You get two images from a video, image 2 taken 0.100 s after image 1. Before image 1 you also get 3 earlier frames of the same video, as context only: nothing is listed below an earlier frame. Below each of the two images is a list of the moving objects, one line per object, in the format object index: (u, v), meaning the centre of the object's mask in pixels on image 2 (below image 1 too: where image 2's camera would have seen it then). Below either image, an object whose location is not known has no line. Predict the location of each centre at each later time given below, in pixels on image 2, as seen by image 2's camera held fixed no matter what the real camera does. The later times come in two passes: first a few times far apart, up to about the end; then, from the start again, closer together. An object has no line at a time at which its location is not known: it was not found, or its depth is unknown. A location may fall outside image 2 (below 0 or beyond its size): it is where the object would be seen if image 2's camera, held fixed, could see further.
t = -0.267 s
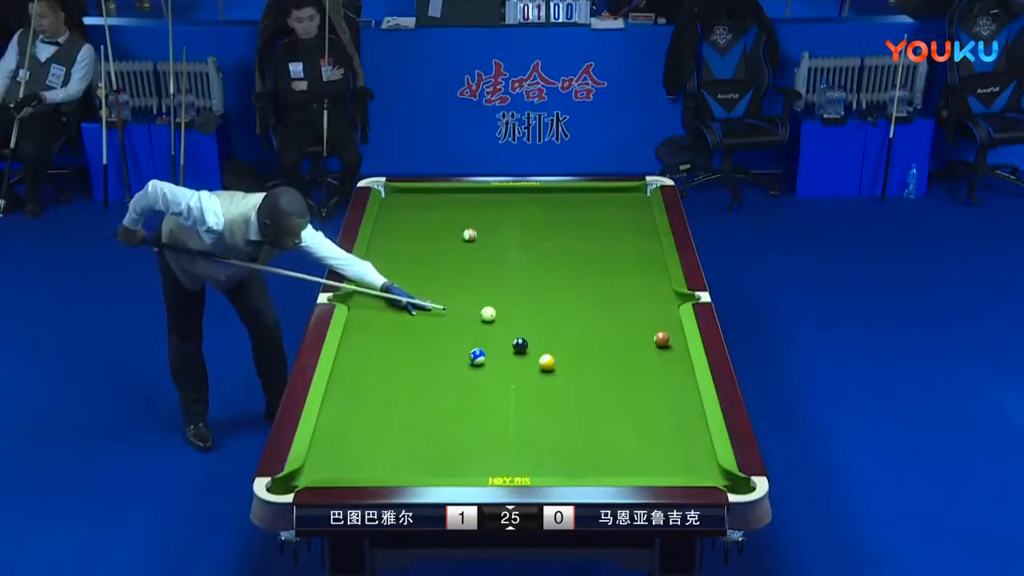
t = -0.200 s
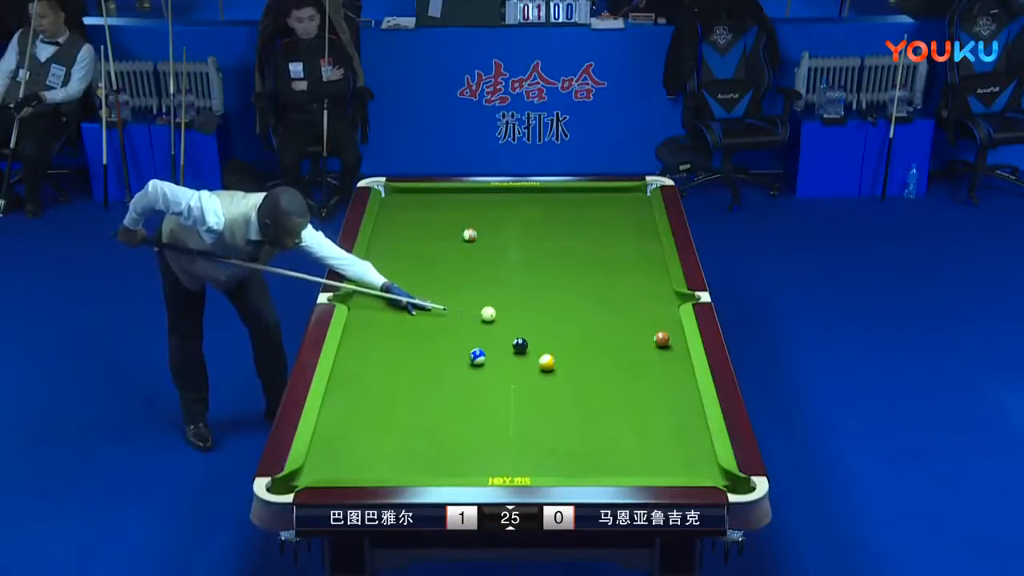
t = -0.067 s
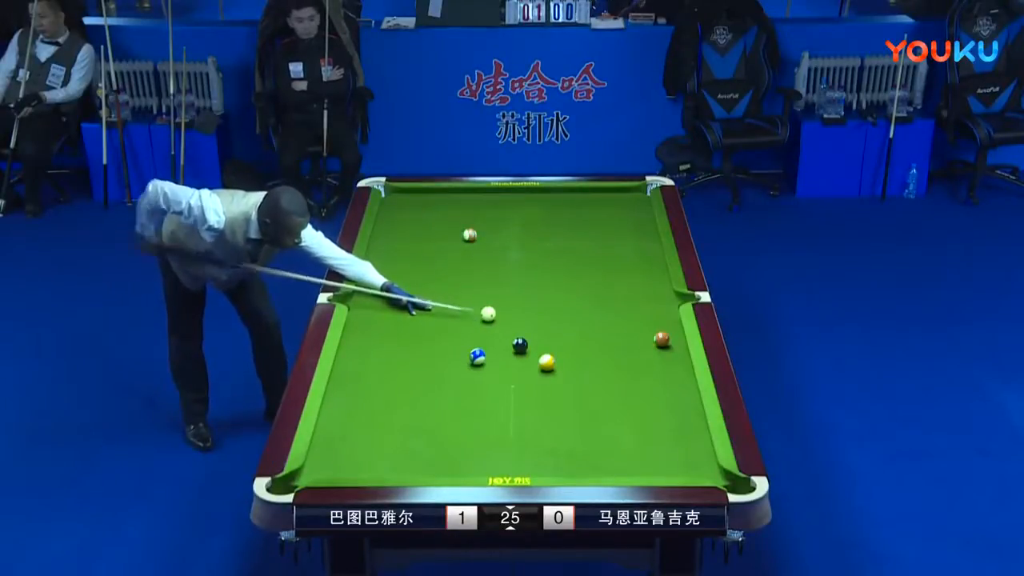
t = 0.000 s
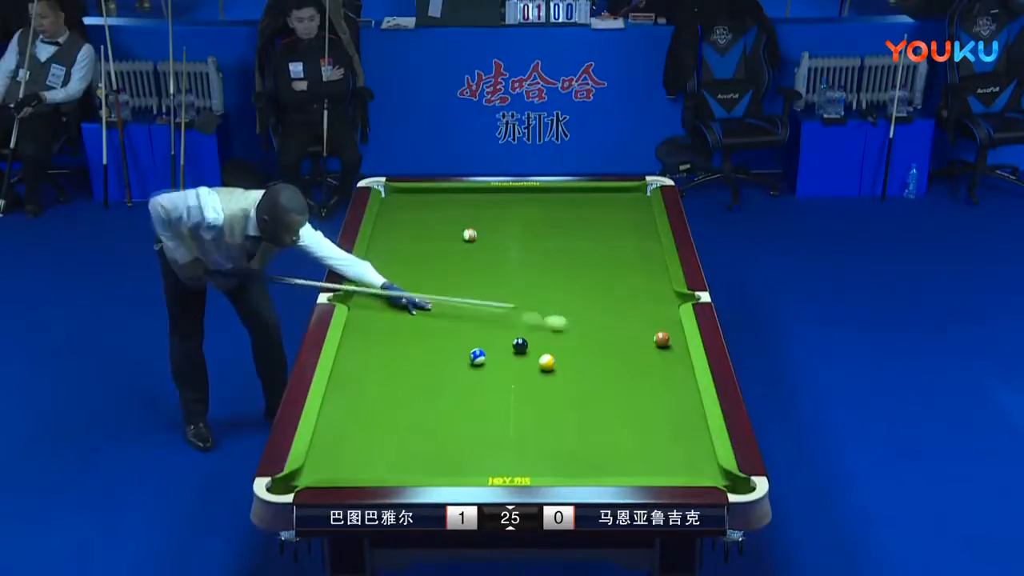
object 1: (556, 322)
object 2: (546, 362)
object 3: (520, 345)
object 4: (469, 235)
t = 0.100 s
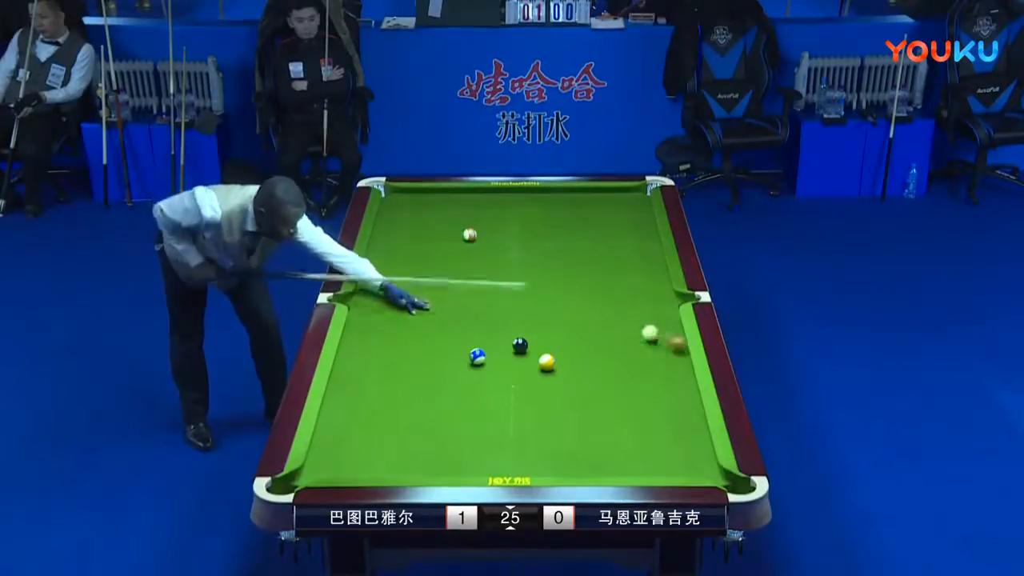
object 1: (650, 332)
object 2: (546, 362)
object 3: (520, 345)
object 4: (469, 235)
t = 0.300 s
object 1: (672, 322)
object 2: (542, 358)
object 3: (520, 345)
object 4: (469, 235)
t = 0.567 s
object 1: (643, 310)
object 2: (518, 351)
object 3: (516, 339)
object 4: (469, 234)
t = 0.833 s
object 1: (617, 299)
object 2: (503, 351)
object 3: (509, 333)
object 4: (469, 235)
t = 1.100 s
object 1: (594, 289)
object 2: (490, 350)
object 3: (502, 325)
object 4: (469, 235)
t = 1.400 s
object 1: (570, 278)
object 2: (479, 346)
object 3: (496, 317)
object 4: (469, 235)
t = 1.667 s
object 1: (551, 270)
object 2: (471, 345)
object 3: (491, 311)
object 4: (469, 235)
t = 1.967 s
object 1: (531, 261)
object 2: (464, 345)
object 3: (486, 306)
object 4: (469, 235)
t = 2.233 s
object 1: (516, 254)
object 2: (460, 344)
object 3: (483, 302)
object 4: (469, 235)
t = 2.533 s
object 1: (500, 247)
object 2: (456, 344)
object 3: (480, 298)
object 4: (469, 235)
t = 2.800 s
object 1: (487, 241)
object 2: (455, 343)
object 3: (478, 295)
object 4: (469, 235)
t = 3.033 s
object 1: (480, 237)
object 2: (455, 343)
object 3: (476, 293)
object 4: (467, 234)
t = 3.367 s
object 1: (480, 235)
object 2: (455, 343)
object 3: (474, 291)
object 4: (459, 232)
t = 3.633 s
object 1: (480, 234)
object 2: (455, 343)
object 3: (472, 291)
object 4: (451, 230)
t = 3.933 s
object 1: (481, 234)
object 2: (455, 343)
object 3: (472, 290)
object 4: (446, 228)
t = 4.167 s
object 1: (481, 234)
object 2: (455, 343)
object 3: (472, 290)
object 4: (443, 226)
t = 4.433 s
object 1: (481, 234)
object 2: (455, 343)
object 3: (472, 290)
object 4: (440, 226)
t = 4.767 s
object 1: (481, 234)
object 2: (455, 343)
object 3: (472, 290)
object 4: (437, 225)
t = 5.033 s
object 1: (481, 234)
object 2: (455, 343)
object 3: (472, 290)
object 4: (437, 225)
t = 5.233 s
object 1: (481, 234)
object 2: (455, 343)
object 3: (472, 290)
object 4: (437, 225)
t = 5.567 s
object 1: (481, 234)
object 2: (455, 343)
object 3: (472, 290)
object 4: (437, 225)
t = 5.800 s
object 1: (480, 234)
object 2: (455, 343)
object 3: (472, 290)
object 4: (437, 225)
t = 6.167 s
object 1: (481, 234)
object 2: (455, 343)
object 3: (472, 290)
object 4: (437, 225)
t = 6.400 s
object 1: (481, 234)
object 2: (454, 343)
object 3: (472, 290)
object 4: (437, 225)
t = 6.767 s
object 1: (481, 234)
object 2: (454, 343)
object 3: (472, 290)
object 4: (437, 225)
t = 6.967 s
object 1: (481, 234)
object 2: (454, 343)
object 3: (472, 290)
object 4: (437, 225)
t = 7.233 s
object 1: (481, 234)
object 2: (454, 343)
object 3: (472, 290)
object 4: (437, 225)
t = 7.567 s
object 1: (481, 234)
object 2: (454, 343)
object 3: (472, 290)
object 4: (437, 225)
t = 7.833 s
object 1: (481, 234)
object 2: (454, 343)
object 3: (472, 290)
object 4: (437, 225)
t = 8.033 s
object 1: (480, 234)
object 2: (454, 343)
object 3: (472, 290)
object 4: (437, 225)
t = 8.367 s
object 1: (481, 234)
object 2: (454, 343)
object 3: (472, 290)
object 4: (437, 225)
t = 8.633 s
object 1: (481, 234)
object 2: (454, 343)
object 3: (472, 290)
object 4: (437, 225)
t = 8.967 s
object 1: (481, 234)
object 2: (454, 343)
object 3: (472, 290)
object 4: (437, 225)
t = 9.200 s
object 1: (481, 234)
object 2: (454, 343)
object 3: (472, 290)
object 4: (437, 225)
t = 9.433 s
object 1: (481, 234)
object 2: (454, 343)
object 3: (472, 290)
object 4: (437, 225)
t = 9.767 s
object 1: (480, 234)
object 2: (454, 343)
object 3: (472, 290)
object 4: (437, 225)
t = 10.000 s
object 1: (480, 234)
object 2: (454, 343)
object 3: (472, 290)
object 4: (437, 225)
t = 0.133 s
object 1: (653, 330)
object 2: (546, 362)
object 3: (520, 345)
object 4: (469, 235)
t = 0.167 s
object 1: (658, 329)
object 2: (546, 362)
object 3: (520, 345)
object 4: (469, 235)
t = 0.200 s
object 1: (663, 327)
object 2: (546, 362)
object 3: (520, 345)
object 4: (469, 235)
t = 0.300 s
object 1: (672, 322)
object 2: (542, 358)
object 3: (520, 345)
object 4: (469, 235)
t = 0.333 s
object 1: (668, 321)
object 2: (539, 358)
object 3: (520, 345)
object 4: (469, 235)
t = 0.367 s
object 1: (664, 319)
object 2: (535, 356)
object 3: (520, 345)
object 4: (469, 235)
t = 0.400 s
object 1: (660, 318)
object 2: (531, 355)
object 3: (519, 344)
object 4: (469, 235)
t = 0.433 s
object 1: (657, 316)
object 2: (528, 353)
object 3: (519, 343)
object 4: (469, 235)
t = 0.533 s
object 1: (647, 312)
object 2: (520, 352)
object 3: (517, 340)
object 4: (469, 233)
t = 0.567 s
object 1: (643, 310)
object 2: (518, 351)
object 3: (516, 339)
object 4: (469, 234)
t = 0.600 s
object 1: (640, 309)
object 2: (517, 352)
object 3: (516, 339)
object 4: (469, 235)
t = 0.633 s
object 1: (636, 307)
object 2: (515, 351)
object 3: (514, 338)
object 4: (469, 235)
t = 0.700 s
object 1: (630, 304)
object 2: (511, 351)
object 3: (513, 337)
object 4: (469, 235)
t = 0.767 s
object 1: (623, 301)
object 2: (507, 351)
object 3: (511, 334)
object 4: (469, 235)
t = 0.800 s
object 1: (620, 300)
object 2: (505, 351)
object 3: (510, 334)
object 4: (469, 235)
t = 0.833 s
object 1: (617, 299)
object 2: (503, 351)
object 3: (509, 333)
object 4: (469, 235)
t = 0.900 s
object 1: (611, 296)
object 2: (499, 351)
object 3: (507, 331)
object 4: (469, 235)
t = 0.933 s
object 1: (608, 295)
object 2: (498, 351)
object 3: (506, 330)
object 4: (469, 235)
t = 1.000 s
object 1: (602, 292)
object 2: (494, 351)
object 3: (505, 328)
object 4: (469, 235)
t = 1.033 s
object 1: (600, 291)
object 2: (492, 350)
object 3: (504, 326)
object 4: (469, 235)
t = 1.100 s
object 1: (594, 289)
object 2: (490, 350)
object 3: (502, 325)
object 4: (469, 235)
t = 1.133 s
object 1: (591, 287)
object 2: (489, 350)
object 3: (502, 324)
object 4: (469, 235)
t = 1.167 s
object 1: (589, 286)
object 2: (488, 349)
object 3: (501, 323)
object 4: (469, 235)
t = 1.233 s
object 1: (583, 284)
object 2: (485, 348)
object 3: (500, 322)
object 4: (469, 235)
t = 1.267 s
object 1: (581, 282)
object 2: (483, 347)
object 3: (499, 320)
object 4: (469, 235)
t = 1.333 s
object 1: (575, 280)
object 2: (482, 347)
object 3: (497, 319)
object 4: (469, 235)
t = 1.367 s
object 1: (573, 279)
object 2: (481, 347)
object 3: (497, 318)
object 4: (469, 235)
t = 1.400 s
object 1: (570, 278)
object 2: (479, 346)
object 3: (496, 317)
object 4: (469, 235)
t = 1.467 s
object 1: (565, 276)
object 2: (477, 345)
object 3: (495, 315)
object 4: (469, 235)
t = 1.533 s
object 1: (560, 274)
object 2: (475, 345)
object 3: (494, 314)
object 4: (469, 235)
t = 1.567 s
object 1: (558, 273)
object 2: (473, 345)
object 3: (493, 314)
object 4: (469, 235)
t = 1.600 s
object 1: (556, 272)
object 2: (472, 345)
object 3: (492, 313)
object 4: (469, 235)
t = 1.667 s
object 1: (551, 270)
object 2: (471, 345)
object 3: (491, 311)
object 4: (469, 235)
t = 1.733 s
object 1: (546, 268)
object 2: (469, 345)
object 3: (490, 310)
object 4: (469, 235)
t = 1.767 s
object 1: (544, 267)
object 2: (468, 345)
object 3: (489, 310)
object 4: (469, 235)
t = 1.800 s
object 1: (542, 266)
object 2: (468, 345)
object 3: (489, 309)
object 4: (469, 235)
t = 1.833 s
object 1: (540, 265)
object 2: (467, 345)
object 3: (488, 309)
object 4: (469, 235)
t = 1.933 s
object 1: (534, 262)
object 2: (465, 345)
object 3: (487, 306)
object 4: (469, 235)
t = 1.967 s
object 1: (531, 261)
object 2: (464, 345)
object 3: (486, 306)
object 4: (469, 235)
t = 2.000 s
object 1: (529, 260)
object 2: (463, 345)
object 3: (486, 305)
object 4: (469, 235)
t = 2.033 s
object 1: (527, 259)
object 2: (463, 345)
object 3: (485, 305)
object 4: (469, 235)
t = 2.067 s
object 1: (525, 258)
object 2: (462, 345)
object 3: (485, 304)
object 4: (469, 235)
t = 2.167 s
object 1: (519, 256)
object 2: (461, 345)
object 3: (484, 303)
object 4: (469, 235)
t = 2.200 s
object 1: (518, 255)
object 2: (460, 344)
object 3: (483, 302)
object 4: (469, 235)
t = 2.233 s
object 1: (516, 254)
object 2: (460, 344)
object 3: (483, 302)
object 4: (469, 235)
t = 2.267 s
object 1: (514, 253)
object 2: (459, 344)
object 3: (482, 301)
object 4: (469, 235)
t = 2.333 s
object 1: (510, 252)
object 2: (458, 344)
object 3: (481, 300)
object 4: (469, 235)
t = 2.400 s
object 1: (507, 250)
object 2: (457, 344)
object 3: (481, 300)
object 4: (469, 235)
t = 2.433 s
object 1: (505, 249)
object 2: (457, 344)
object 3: (480, 299)
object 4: (469, 235)
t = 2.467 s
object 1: (503, 248)
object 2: (457, 344)
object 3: (480, 299)
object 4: (469, 235)
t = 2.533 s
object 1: (500, 247)
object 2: (456, 344)
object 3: (480, 298)
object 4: (469, 235)
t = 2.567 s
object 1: (498, 246)
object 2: (456, 343)
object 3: (479, 297)
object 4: (469, 235)
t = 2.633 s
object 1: (495, 245)
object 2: (456, 343)
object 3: (479, 297)
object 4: (469, 235)
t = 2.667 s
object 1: (493, 244)
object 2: (455, 343)
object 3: (479, 296)
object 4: (469, 235)
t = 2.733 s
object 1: (490, 242)
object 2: (455, 343)
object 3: (478, 295)
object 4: (469, 235)
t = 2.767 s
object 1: (489, 242)
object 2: (455, 343)
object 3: (478, 295)
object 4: (469, 235)
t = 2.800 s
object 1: (487, 241)
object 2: (455, 343)
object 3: (478, 295)
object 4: (469, 235)
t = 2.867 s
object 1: (484, 240)
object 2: (455, 343)
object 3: (477, 295)
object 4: (469, 235)
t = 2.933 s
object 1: (481, 238)
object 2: (455, 343)
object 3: (477, 294)
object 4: (469, 235)
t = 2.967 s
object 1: (480, 238)
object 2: (455, 343)
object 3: (476, 294)
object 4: (468, 235)
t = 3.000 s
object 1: (480, 238)
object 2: (455, 343)
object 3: (476, 294)
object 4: (468, 234)
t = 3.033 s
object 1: (480, 237)
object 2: (455, 343)
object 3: (476, 293)
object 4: (467, 234)
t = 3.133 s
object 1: (480, 236)
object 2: (455, 343)
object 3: (475, 293)
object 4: (464, 233)
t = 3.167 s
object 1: (480, 236)
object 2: (455, 343)
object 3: (475, 292)
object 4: (463, 233)
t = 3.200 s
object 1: (480, 236)
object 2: (455, 343)
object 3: (475, 292)
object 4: (462, 233)
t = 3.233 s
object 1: (480, 236)
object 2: (455, 343)
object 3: (474, 292)
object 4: (462, 232)
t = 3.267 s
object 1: (480, 235)
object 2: (455, 343)
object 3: (474, 292)
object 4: (460, 232)
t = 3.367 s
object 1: (480, 235)
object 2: (455, 343)
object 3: (474, 291)
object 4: (459, 232)
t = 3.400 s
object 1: (480, 235)
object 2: (455, 343)
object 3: (473, 291)
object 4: (458, 231)
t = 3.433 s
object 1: (480, 235)
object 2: (455, 343)
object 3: (473, 291)
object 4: (457, 231)
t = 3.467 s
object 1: (480, 235)
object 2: (455, 343)
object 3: (473, 291)
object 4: (456, 231)
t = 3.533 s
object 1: (480, 234)
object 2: (455, 343)
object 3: (473, 291)
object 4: (453, 230)
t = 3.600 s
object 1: (480, 234)
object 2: (455, 343)
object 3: (472, 291)
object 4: (453, 230)
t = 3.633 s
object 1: (480, 234)
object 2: (455, 343)
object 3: (472, 291)
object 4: (451, 230)
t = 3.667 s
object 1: (480, 234)
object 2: (455, 343)
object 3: (472, 291)
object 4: (451, 229)
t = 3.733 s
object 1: (481, 234)
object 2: (455, 343)
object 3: (472, 290)
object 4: (450, 229)
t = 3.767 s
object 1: (481, 234)
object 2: (455, 343)
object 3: (472, 290)
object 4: (449, 229)
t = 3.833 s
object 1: (481, 234)
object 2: (455, 343)
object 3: (472, 290)
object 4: (448, 228)
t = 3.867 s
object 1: (480, 234)
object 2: (455, 343)
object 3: (472, 290)
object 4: (447, 228)
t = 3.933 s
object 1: (481, 234)
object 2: (455, 343)
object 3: (472, 290)
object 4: (446, 228)
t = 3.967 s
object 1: (481, 234)
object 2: (455, 343)
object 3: (472, 290)
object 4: (445, 227)
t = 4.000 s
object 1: (481, 234)
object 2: (455, 343)
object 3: (472, 290)
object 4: (445, 227)
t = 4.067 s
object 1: (481, 234)
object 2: (455, 343)
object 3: (472, 290)
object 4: (444, 227)
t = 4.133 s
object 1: (481, 234)
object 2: (455, 343)
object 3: (472, 290)
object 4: (443, 226)
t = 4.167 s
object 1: (481, 234)
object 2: (455, 343)
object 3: (472, 290)
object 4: (443, 226)
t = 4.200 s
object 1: (481, 234)
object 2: (455, 343)
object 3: (472, 290)
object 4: (442, 226)
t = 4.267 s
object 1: (481, 234)
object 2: (455, 343)
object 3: (472, 290)
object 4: (441, 226)
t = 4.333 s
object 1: (481, 234)
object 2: (455, 343)
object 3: (472, 290)
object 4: (441, 226)
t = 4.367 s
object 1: (481, 234)
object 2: (455, 343)
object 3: (472, 290)
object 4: (440, 226)
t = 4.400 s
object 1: (481, 234)
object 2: (455, 343)
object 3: (472, 290)
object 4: (440, 226)
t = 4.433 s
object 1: (481, 234)
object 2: (455, 343)
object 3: (472, 290)
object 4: (440, 226)
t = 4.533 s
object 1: (481, 234)
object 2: (455, 343)
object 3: (472, 290)
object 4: (439, 225)
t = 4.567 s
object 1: (481, 234)
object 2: (455, 343)
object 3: (472, 290)
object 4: (439, 225)
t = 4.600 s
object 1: (481, 234)
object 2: (455, 343)
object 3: (472, 290)
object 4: (438, 225)
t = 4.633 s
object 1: (481, 234)
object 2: (455, 343)
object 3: (472, 290)
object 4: (438, 225)
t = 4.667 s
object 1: (481, 234)
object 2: (455, 343)
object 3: (472, 290)
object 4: (438, 225)
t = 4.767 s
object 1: (481, 234)
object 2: (455, 343)
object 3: (472, 290)
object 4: (437, 225)
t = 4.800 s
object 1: (481, 234)
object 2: (455, 343)
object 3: (472, 290)
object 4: (437, 225)
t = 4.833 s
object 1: (481, 234)
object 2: (455, 343)
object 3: (472, 290)
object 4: (437, 225)
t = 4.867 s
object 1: (481, 234)
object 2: (455, 343)
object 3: (472, 290)
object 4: (437, 225)
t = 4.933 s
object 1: (481, 234)
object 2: (455, 343)
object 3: (472, 290)
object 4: (437, 225)
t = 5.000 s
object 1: (481, 234)
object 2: (455, 343)
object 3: (472, 290)
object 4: (437, 225)
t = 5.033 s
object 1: (481, 234)
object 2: (455, 343)
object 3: (472, 290)
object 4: (437, 225)
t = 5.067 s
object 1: (481, 234)
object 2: (455, 343)
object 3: (472, 291)
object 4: (437, 225)
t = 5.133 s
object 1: (480, 234)
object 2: (455, 343)
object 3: (472, 290)
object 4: (437, 225)
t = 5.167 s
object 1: (481, 234)
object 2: (455, 343)
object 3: (472, 290)
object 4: (437, 225)
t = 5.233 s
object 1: (481, 234)
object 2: (455, 343)
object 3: (472, 290)
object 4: (437, 225)
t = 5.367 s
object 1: (480, 234)
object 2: (455, 343)
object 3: (472, 290)
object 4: (437, 225)
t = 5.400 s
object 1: (481, 234)
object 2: (455, 343)
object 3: (472, 290)
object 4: (437, 225)
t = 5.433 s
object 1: (480, 234)
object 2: (455, 343)
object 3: (472, 290)
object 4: (437, 225)
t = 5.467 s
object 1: (480, 234)
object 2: (455, 343)
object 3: (472, 290)
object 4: (437, 225)
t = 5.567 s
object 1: (481, 234)
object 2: (455, 343)
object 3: (472, 290)
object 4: (437, 225)
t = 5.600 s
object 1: (481, 234)
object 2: (455, 343)
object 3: (472, 290)
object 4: (437, 225)
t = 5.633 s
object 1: (480, 234)
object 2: (455, 343)
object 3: (472, 290)
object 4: (437, 225)
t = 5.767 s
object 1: (480, 234)
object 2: (455, 343)
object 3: (472, 290)
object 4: (437, 225)
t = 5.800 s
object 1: (480, 234)
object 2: (455, 343)
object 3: (472, 290)
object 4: (437, 225)
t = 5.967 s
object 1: (481, 234)
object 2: (455, 343)
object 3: (472, 290)
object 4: (437, 225)
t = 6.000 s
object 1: (481, 234)
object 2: (455, 343)
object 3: (472, 290)
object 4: (437, 225)
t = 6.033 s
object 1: (481, 234)
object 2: (455, 343)
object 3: (472, 290)
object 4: (437, 225)
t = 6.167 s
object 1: (481, 234)
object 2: (455, 343)
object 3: (472, 290)
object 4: (437, 225)
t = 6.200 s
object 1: (481, 234)
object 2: (455, 343)
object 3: (472, 290)
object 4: (437, 225)
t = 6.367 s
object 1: (481, 234)
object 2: (454, 343)
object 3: (472, 290)
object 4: (437, 225)
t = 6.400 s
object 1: (481, 234)
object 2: (454, 343)
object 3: (472, 290)
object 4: (437, 225)
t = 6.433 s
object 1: (481, 234)
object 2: (454, 343)
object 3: (472, 290)
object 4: (437, 225)
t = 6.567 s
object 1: (481, 234)
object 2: (454, 343)
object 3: (472, 290)
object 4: (437, 225)
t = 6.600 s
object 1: (481, 234)
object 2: (454, 343)
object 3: (472, 290)
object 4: (437, 225)
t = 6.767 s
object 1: (481, 234)
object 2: (454, 343)
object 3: (472, 290)
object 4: (437, 225)
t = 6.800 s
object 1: (481, 234)
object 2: (454, 343)
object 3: (472, 290)
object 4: (437, 225)
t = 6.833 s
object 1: (481, 234)
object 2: (454, 343)
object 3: (472, 290)
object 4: (437, 225)
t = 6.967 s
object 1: (481, 234)
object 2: (454, 343)
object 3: (472, 290)
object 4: (437, 225)
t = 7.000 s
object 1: (481, 234)
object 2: (454, 343)
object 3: (472, 290)
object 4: (437, 225)
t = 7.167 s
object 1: (481, 234)
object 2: (454, 343)
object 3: (472, 290)
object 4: (437, 225)
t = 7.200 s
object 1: (481, 234)
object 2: (454, 343)
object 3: (472, 290)
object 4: (437, 225)
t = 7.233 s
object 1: (481, 234)
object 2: (454, 343)
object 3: (472, 290)
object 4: (437, 225)
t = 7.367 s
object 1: (481, 234)
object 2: (454, 343)
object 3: (472, 290)
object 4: (437, 225)
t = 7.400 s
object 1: (481, 234)
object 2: (454, 343)
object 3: (472, 290)
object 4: (437, 225)
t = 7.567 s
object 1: (481, 234)
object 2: (454, 343)
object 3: (472, 290)
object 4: (437, 225)
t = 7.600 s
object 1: (481, 234)
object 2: (454, 343)
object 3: (472, 290)
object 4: (437, 225)
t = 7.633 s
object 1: (481, 234)
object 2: (454, 343)
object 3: (472, 290)
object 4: (437, 225)
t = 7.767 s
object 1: (481, 234)
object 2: (454, 343)
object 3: (472, 290)
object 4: (437, 225)
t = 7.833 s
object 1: (481, 234)
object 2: (454, 343)
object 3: (472, 290)
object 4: (437, 225)
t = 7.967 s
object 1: (481, 234)
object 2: (454, 343)
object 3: (472, 290)
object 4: (437, 225)
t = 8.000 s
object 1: (481, 234)
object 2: (454, 343)
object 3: (472, 290)
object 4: (437, 225)
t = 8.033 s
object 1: (480, 234)
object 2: (454, 343)
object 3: (472, 290)
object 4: (437, 225)
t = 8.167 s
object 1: (481, 234)
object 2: (454, 343)
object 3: (472, 290)
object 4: (437, 225)
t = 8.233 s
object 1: (481, 234)
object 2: (454, 343)
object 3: (472, 290)
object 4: (437, 225)
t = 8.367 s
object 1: (481, 234)
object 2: (454, 343)
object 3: (472, 290)
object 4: (437, 225)
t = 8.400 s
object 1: (481, 234)
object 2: (454, 343)
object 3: (472, 290)
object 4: (437, 225)
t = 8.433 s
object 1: (481, 234)
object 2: (454, 343)
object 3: (472, 290)
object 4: (437, 225)
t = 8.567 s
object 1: (481, 234)
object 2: (454, 343)
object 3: (472, 290)
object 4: (437, 225)
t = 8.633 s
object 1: (481, 234)
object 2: (454, 343)
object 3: (472, 290)
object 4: (437, 225)
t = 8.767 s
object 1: (481, 234)
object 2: (454, 343)
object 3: (472, 290)
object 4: (437, 225)
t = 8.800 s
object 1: (481, 234)
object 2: (454, 343)
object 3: (472, 290)
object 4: (437, 225)
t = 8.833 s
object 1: (481, 234)
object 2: (454, 343)
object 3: (472, 290)
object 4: (437, 225)
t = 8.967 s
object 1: (481, 234)
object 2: (454, 343)
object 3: (472, 290)
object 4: (437, 225)
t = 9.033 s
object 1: (481, 234)
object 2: (454, 343)
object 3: (472, 290)
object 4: (437, 225)
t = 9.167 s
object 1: (481, 234)
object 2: (454, 343)
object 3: (472, 290)
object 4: (437, 225)
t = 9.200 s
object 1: (481, 234)
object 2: (454, 343)
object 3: (472, 290)
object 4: (437, 225)
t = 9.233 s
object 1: (481, 234)
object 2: (454, 343)
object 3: (472, 290)
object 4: (437, 225)
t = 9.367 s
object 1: (481, 234)
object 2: (454, 343)
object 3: (472, 290)
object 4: (437, 225)
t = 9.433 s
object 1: (481, 234)
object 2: (454, 343)
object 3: (472, 290)
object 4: (437, 225)
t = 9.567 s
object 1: (481, 234)
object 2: (454, 343)
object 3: (472, 290)
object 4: (437, 225)
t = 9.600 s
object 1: (481, 234)
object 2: (454, 343)
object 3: (472, 290)
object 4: (437, 225)
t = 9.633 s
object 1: (481, 234)
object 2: (454, 343)
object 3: (472, 290)
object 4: (437, 225)
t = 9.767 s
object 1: (480, 234)
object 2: (454, 343)
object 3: (472, 290)
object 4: (437, 225)
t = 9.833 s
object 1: (480, 234)
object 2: (454, 343)
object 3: (472, 290)
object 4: (437, 225)
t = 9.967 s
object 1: (480, 234)
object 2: (454, 343)
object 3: (472, 290)
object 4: (437, 225)
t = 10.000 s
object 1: (480, 234)
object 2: (454, 343)
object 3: (472, 290)
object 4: (437, 225)
